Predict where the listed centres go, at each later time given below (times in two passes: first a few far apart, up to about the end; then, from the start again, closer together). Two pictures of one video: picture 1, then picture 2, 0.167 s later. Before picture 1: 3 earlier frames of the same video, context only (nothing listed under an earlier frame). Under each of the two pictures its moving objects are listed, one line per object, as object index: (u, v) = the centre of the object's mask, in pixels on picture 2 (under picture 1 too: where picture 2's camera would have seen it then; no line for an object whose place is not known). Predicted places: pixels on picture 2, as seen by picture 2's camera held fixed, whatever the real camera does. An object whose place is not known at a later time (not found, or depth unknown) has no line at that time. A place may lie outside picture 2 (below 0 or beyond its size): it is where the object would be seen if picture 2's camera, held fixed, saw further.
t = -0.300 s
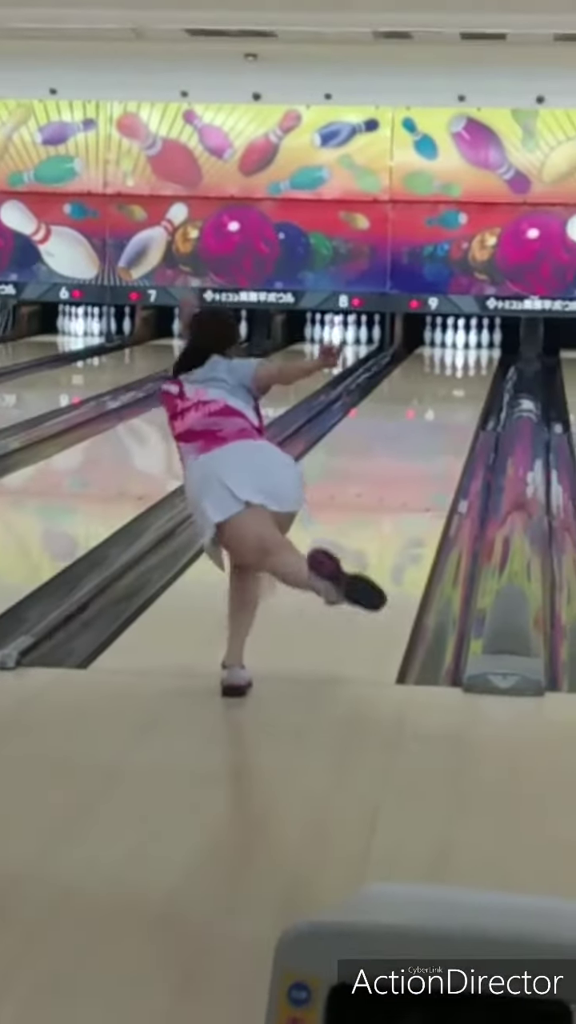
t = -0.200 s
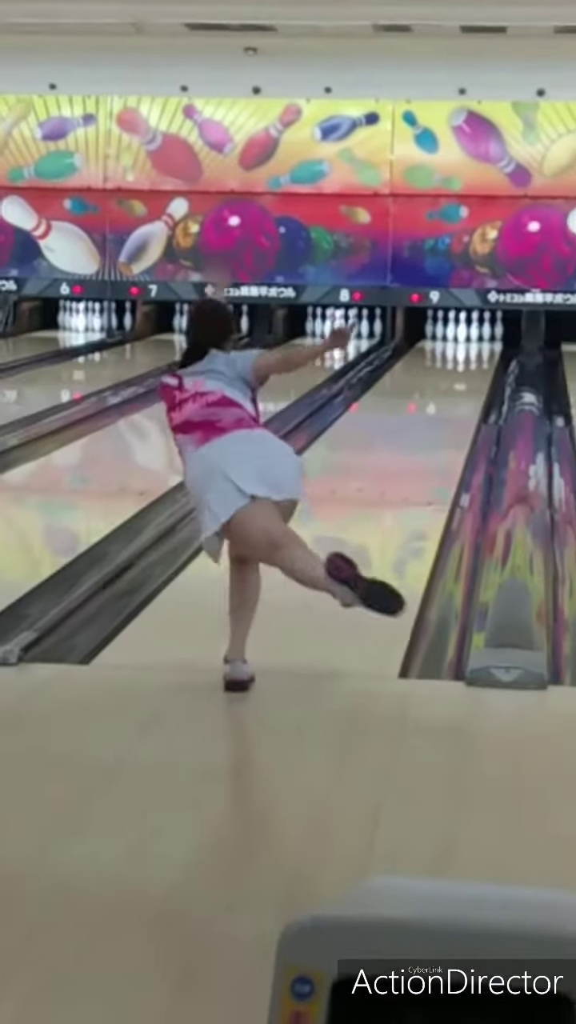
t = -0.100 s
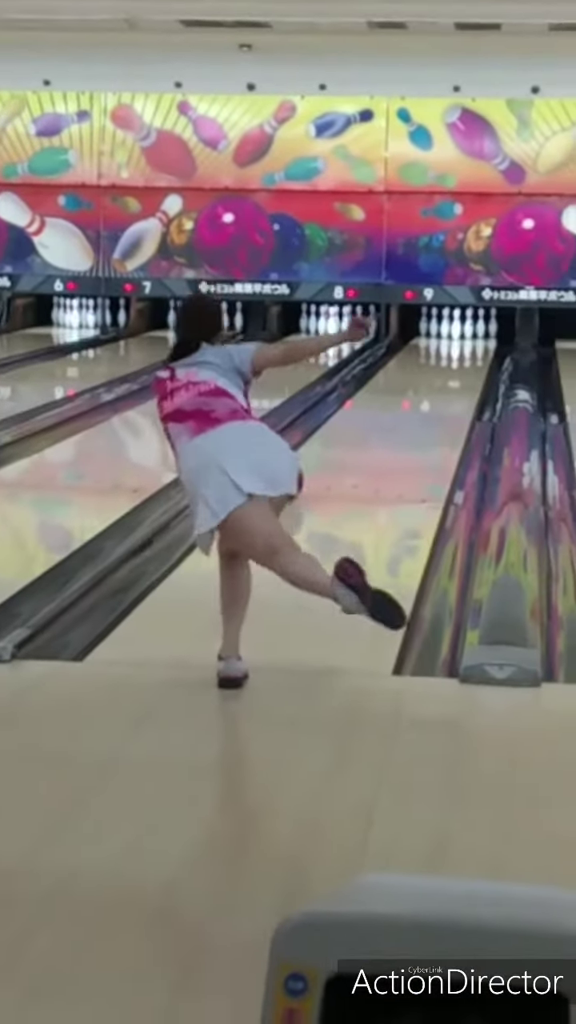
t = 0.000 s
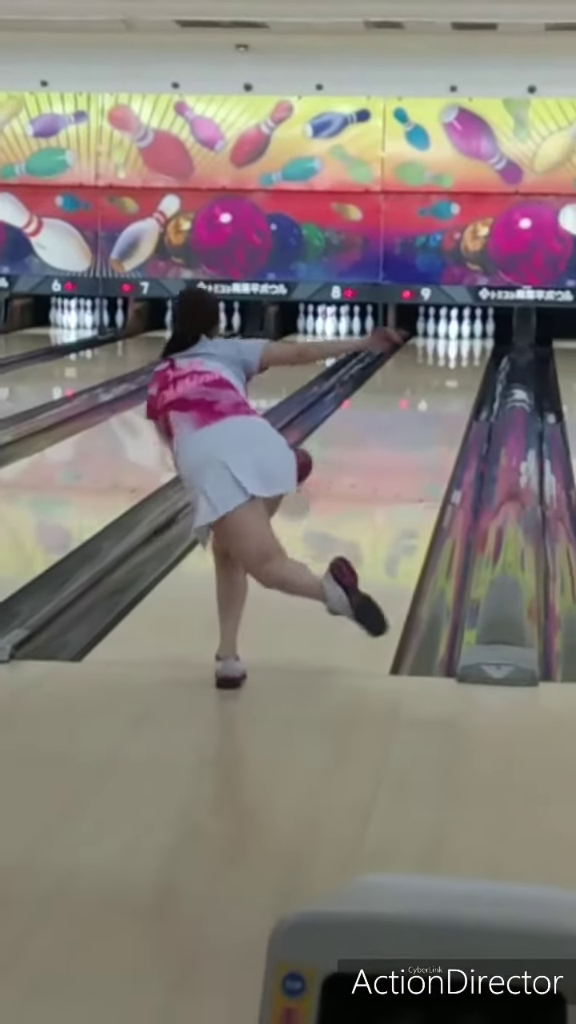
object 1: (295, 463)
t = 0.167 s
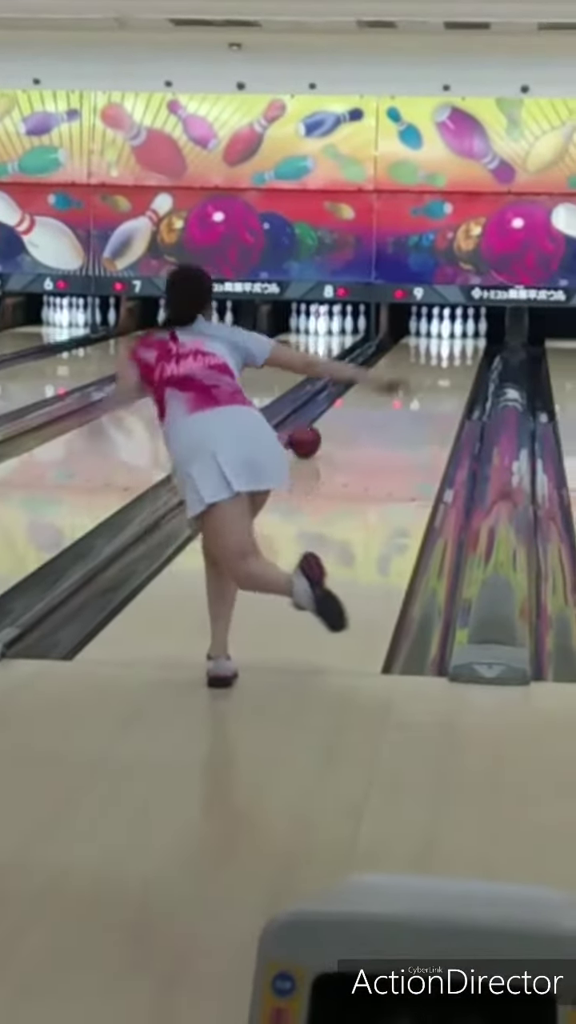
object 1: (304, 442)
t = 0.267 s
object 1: (315, 433)
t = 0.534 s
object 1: (336, 403)
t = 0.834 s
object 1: (356, 381)
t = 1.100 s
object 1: (371, 365)
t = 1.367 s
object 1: (386, 352)
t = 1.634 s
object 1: (404, 344)
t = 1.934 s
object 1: (424, 336)
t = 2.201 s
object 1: (437, 330)
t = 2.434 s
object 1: (439, 328)
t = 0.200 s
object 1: (308, 437)
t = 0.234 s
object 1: (311, 434)
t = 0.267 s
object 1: (315, 433)
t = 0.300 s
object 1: (319, 426)
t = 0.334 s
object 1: (320, 422)
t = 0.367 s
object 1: (323, 419)
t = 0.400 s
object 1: (326, 416)
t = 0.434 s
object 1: (328, 411)
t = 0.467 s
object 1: (331, 409)
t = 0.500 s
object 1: (334, 405)
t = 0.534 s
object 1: (336, 403)
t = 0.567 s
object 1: (338, 400)
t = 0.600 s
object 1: (340, 396)
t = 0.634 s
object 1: (343, 394)
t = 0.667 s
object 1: (345, 391)
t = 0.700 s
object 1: (348, 389)
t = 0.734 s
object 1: (350, 387)
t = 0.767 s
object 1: (352, 385)
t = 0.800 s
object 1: (354, 382)
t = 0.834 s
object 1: (356, 381)
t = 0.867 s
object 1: (357, 379)
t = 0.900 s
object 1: (359, 377)
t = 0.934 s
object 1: (362, 375)
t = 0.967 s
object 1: (364, 373)
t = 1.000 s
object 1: (366, 370)
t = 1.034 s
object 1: (368, 368)
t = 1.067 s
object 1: (369, 366)
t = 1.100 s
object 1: (371, 365)
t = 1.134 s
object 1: (373, 364)
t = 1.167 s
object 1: (375, 362)
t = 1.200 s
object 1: (377, 360)
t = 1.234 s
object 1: (379, 358)
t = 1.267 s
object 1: (380, 357)
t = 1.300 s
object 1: (383, 356)
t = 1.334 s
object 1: (384, 354)
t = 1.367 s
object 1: (386, 352)
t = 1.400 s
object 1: (388, 351)
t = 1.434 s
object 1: (390, 351)
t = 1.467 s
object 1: (392, 349)
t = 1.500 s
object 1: (395, 348)
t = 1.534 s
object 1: (397, 347)
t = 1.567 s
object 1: (399, 346)
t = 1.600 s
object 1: (401, 345)
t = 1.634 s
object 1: (404, 344)
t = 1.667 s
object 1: (406, 343)
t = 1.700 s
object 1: (409, 342)
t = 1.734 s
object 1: (411, 341)
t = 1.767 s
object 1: (414, 340)
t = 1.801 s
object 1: (416, 339)
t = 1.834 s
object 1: (418, 338)
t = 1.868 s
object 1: (420, 337)
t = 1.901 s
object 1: (422, 336)
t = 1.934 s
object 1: (424, 336)
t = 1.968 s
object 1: (426, 335)
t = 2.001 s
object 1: (429, 334)
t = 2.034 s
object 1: (431, 334)
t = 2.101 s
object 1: (435, 331)
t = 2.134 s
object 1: (437, 331)
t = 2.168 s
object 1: (436, 331)
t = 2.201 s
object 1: (437, 330)
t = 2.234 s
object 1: (439, 330)
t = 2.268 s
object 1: (439, 329)
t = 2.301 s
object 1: (439, 330)
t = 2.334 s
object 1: (440, 328)
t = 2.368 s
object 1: (439, 329)
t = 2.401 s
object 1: (440, 329)
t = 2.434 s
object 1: (439, 328)
